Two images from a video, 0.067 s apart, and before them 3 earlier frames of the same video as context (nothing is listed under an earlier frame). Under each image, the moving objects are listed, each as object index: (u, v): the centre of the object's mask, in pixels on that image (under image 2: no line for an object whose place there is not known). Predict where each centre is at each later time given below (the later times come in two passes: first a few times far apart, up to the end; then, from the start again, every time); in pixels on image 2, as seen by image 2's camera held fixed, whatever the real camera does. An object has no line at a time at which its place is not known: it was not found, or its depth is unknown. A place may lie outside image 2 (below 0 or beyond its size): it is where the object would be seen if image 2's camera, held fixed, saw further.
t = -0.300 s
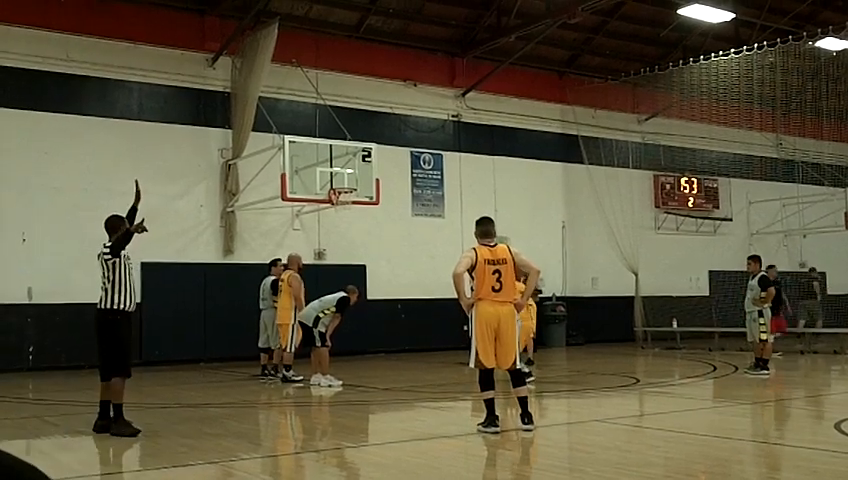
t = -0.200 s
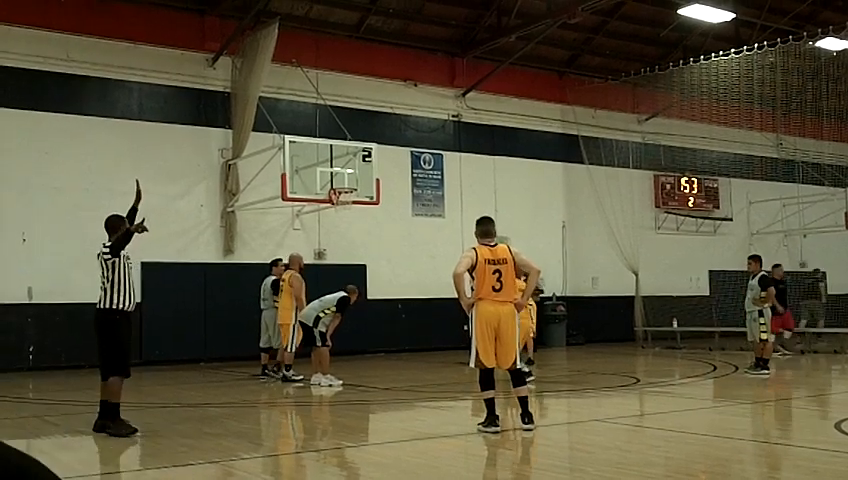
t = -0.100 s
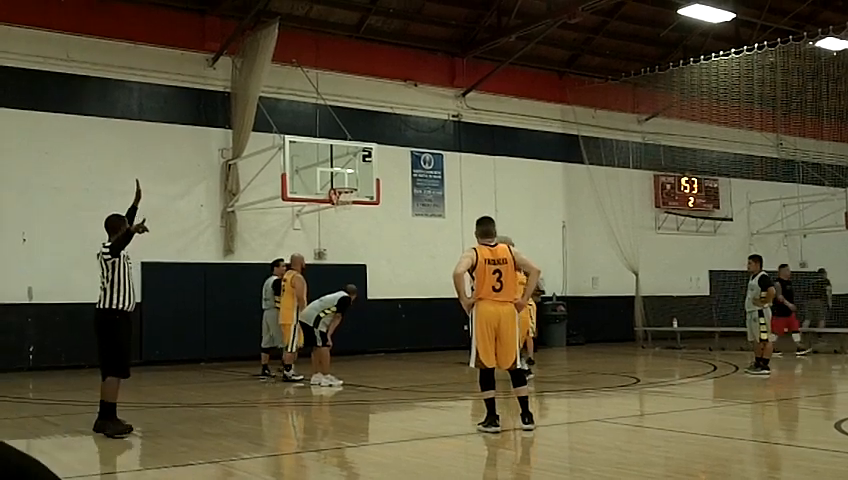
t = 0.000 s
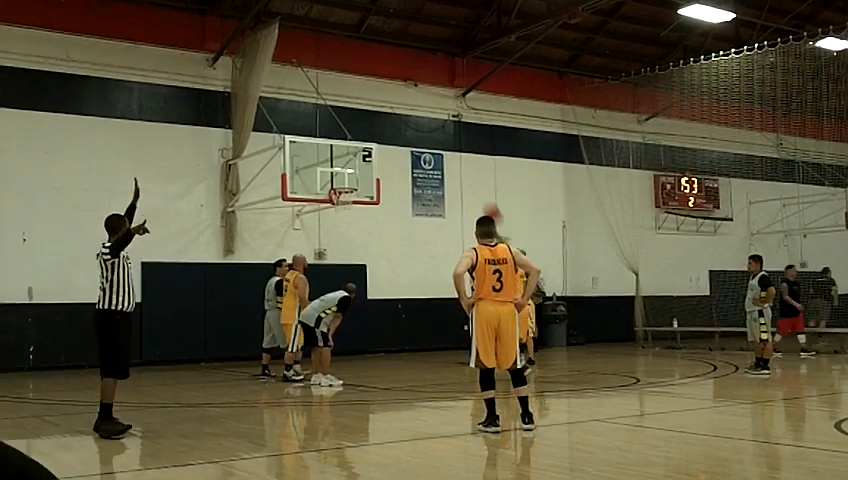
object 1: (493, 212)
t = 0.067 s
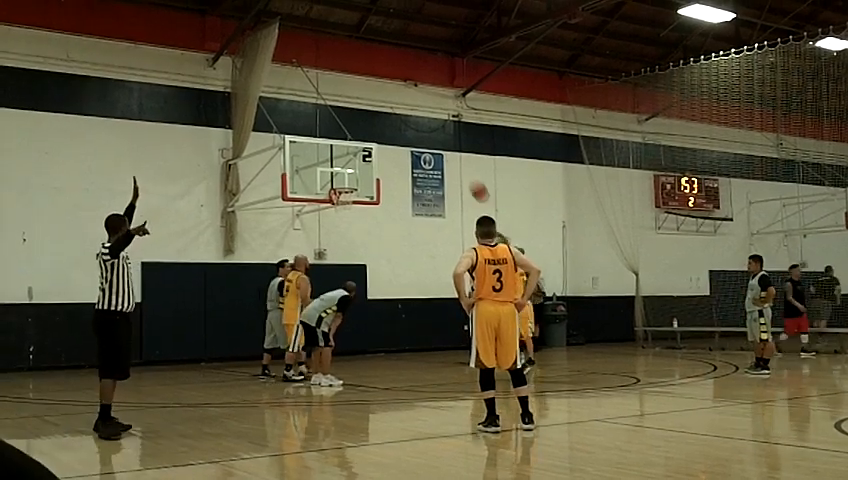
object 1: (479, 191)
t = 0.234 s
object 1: (448, 151)
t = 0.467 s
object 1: (410, 133)
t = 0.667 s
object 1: (382, 141)
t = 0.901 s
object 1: (352, 179)
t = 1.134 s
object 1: (355, 164)
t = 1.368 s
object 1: (371, 165)
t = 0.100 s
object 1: (472, 182)
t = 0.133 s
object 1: (466, 174)
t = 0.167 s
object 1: (460, 166)
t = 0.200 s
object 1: (454, 158)
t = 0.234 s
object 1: (448, 151)
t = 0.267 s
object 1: (442, 146)
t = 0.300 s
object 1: (438, 143)
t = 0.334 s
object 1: (431, 138)
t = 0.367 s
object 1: (425, 136)
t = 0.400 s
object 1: (421, 135)
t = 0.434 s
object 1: (415, 133)
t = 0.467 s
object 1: (410, 133)
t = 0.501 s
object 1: (405, 133)
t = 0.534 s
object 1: (400, 133)
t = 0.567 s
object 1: (395, 134)
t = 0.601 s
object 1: (391, 135)
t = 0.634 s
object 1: (386, 138)
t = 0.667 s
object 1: (382, 141)
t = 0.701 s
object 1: (377, 145)
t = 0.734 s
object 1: (373, 149)
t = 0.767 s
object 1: (369, 154)
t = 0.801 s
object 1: (365, 159)
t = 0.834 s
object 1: (360, 166)
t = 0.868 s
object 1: (356, 172)
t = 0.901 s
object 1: (352, 179)
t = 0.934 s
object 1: (349, 184)
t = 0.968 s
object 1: (348, 181)
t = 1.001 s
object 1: (347, 177)
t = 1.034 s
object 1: (349, 172)
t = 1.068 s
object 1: (352, 169)
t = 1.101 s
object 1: (354, 165)
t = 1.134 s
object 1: (355, 164)
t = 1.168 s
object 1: (358, 163)
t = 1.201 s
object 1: (360, 161)
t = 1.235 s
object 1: (362, 161)
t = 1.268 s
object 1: (365, 161)
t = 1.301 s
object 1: (366, 162)
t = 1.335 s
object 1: (369, 163)
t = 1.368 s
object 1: (371, 165)
